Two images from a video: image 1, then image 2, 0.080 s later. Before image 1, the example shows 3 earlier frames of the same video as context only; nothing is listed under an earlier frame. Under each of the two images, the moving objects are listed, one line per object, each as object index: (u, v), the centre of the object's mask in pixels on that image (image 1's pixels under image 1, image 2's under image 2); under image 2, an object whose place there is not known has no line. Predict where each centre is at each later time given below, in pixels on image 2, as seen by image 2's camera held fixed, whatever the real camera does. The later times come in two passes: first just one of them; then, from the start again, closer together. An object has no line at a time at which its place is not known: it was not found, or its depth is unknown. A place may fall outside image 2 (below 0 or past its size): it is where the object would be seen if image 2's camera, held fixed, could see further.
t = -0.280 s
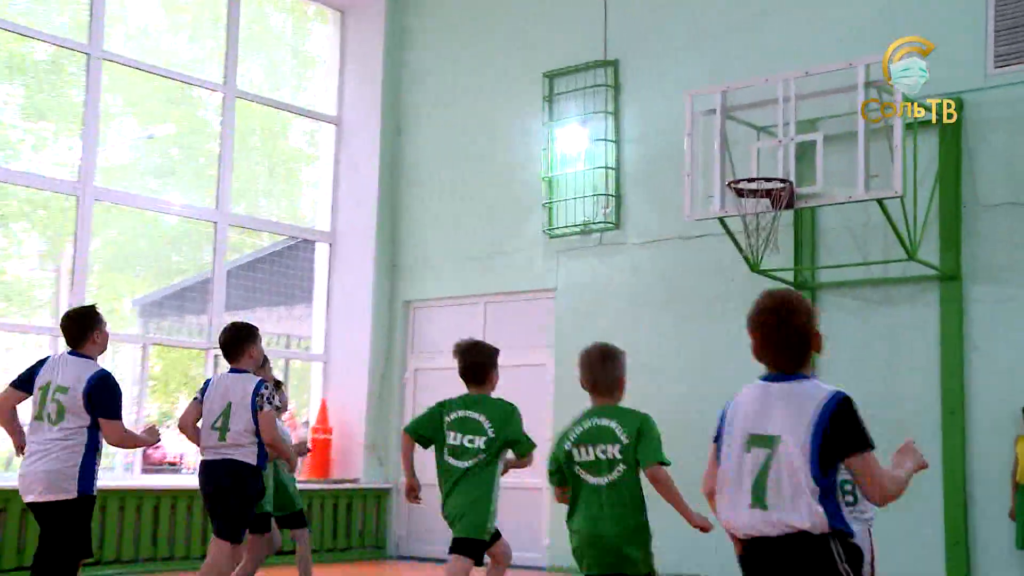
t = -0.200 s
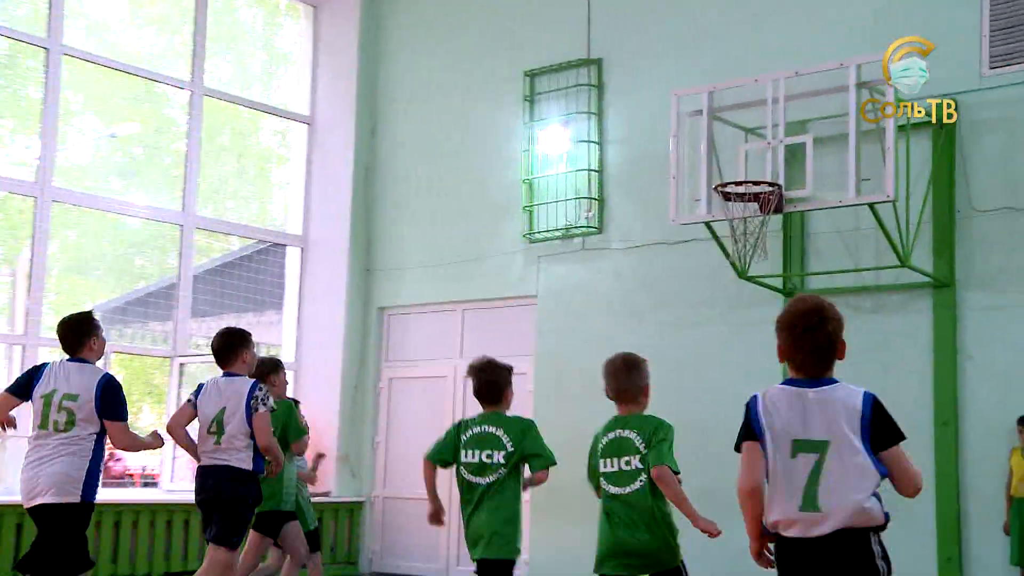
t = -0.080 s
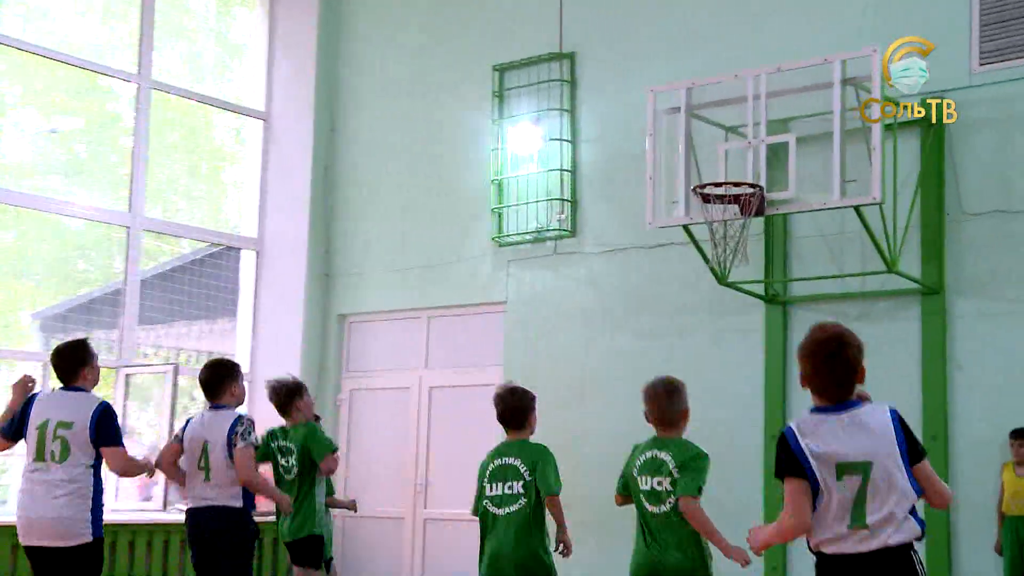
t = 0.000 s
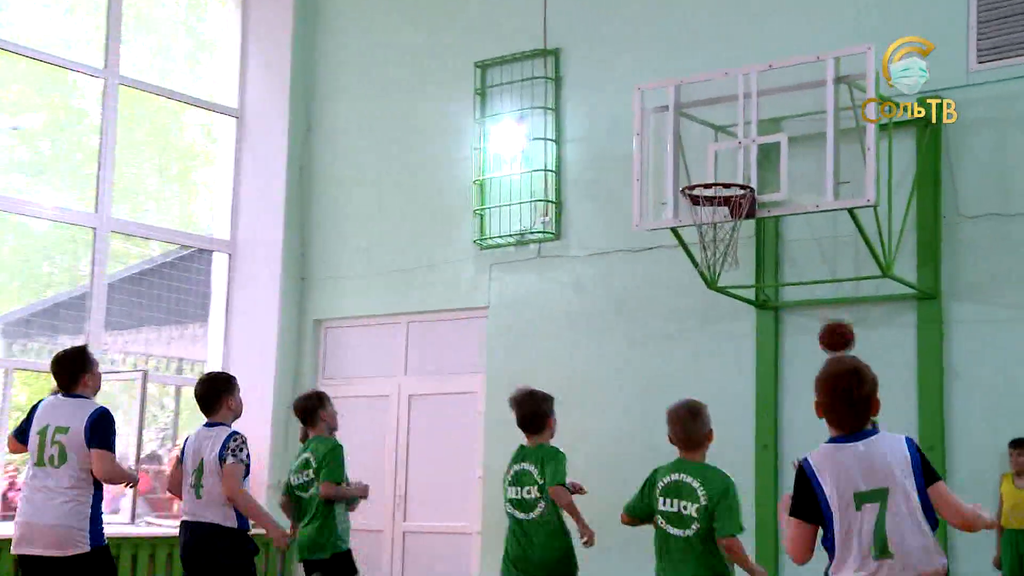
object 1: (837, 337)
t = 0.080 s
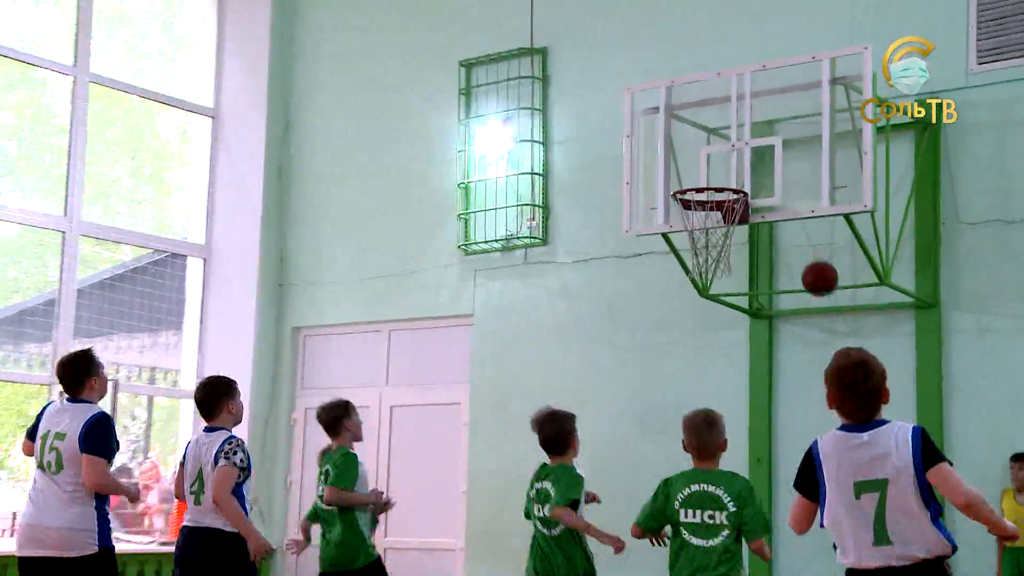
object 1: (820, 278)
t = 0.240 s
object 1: (789, 187)
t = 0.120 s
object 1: (813, 248)
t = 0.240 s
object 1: (789, 187)
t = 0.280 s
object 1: (780, 174)
